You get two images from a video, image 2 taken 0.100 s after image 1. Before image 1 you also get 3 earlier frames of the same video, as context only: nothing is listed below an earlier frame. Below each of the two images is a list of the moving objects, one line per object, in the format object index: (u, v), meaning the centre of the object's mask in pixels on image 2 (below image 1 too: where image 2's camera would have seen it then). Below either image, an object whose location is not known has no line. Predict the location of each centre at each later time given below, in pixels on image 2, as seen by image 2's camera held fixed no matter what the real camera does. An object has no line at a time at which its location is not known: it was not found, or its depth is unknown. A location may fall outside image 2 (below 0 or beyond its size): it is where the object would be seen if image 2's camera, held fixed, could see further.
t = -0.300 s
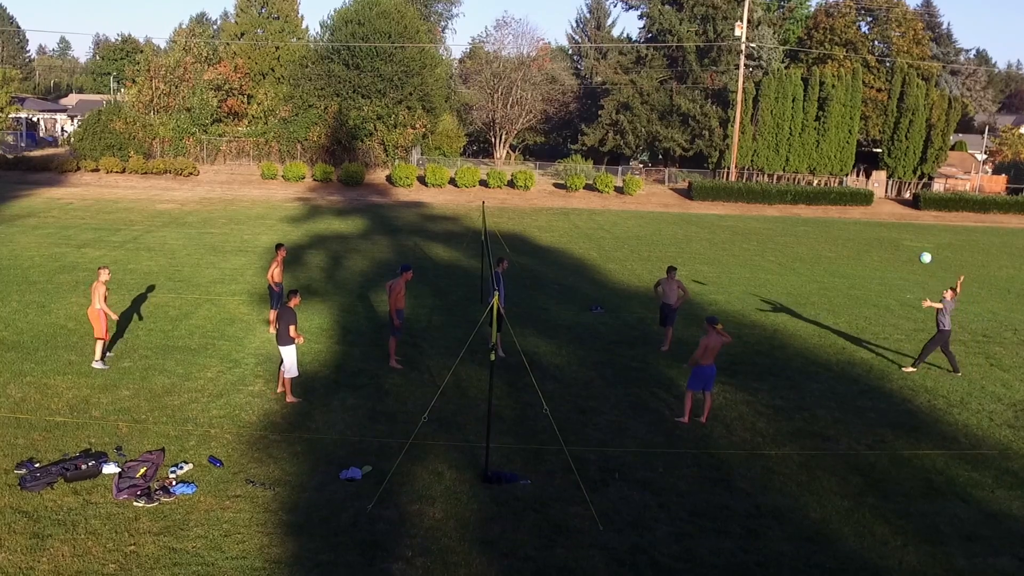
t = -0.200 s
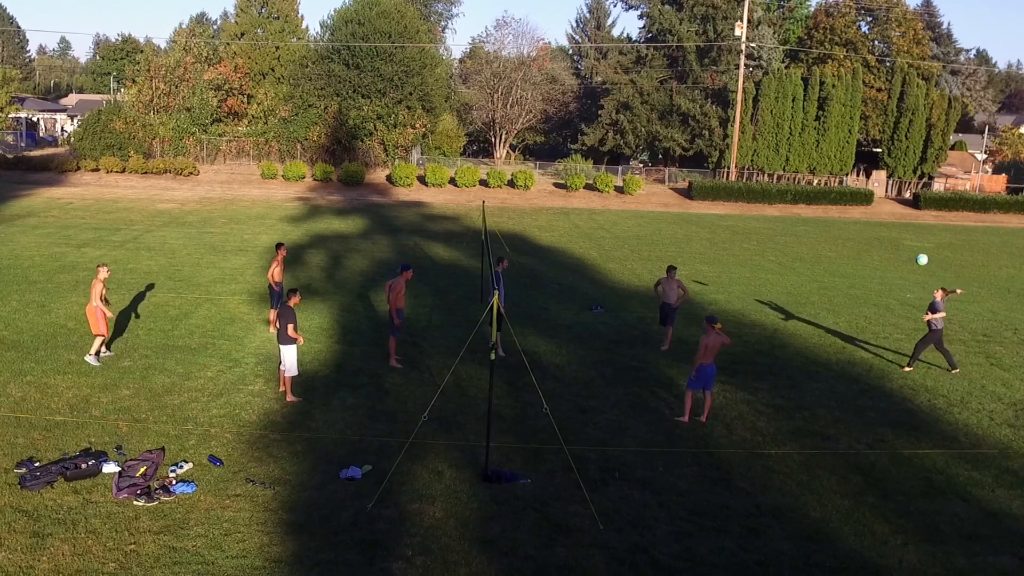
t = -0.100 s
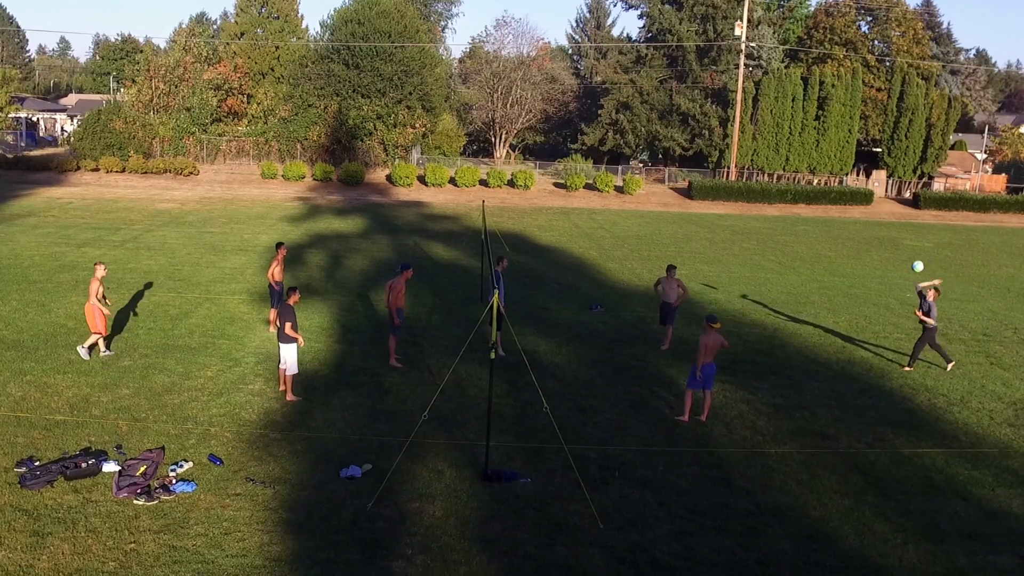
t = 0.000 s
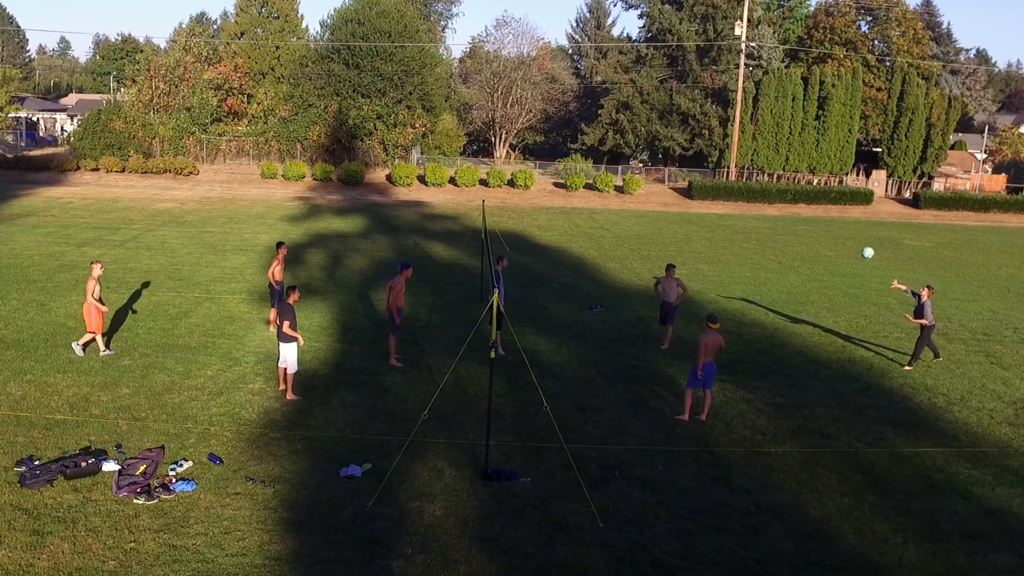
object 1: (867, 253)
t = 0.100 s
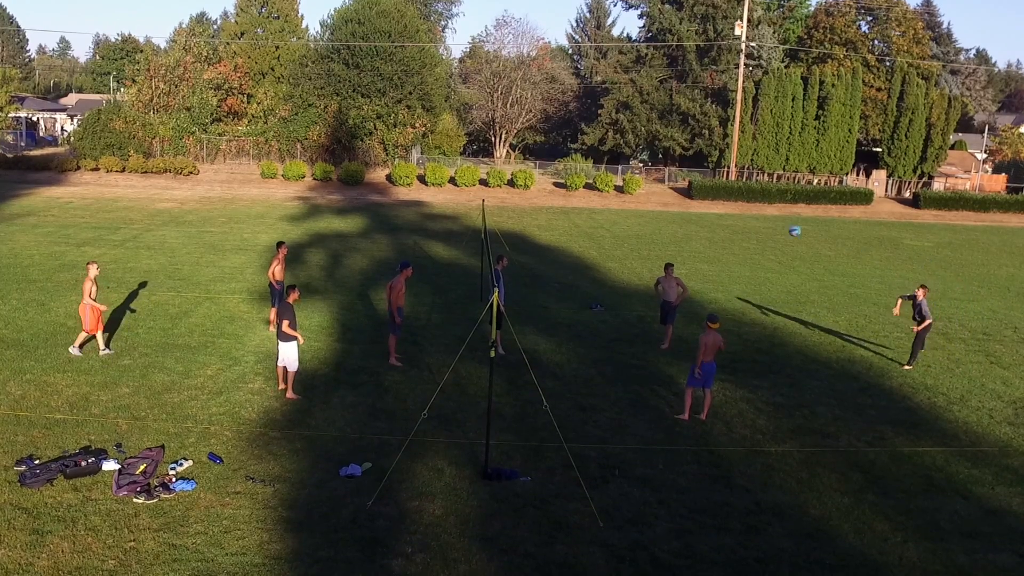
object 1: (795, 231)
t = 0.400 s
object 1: (576, 192)
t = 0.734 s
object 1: (325, 205)
